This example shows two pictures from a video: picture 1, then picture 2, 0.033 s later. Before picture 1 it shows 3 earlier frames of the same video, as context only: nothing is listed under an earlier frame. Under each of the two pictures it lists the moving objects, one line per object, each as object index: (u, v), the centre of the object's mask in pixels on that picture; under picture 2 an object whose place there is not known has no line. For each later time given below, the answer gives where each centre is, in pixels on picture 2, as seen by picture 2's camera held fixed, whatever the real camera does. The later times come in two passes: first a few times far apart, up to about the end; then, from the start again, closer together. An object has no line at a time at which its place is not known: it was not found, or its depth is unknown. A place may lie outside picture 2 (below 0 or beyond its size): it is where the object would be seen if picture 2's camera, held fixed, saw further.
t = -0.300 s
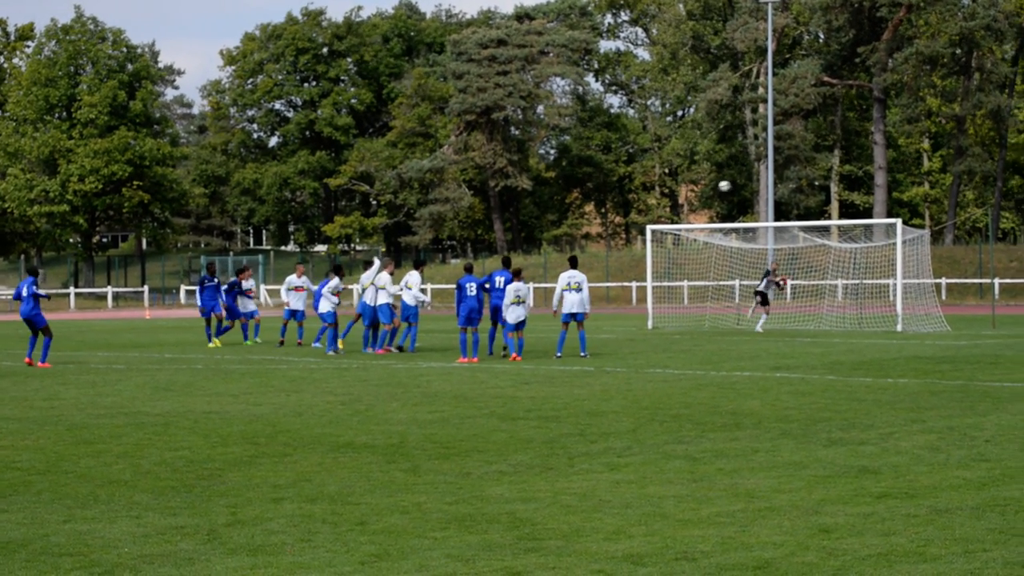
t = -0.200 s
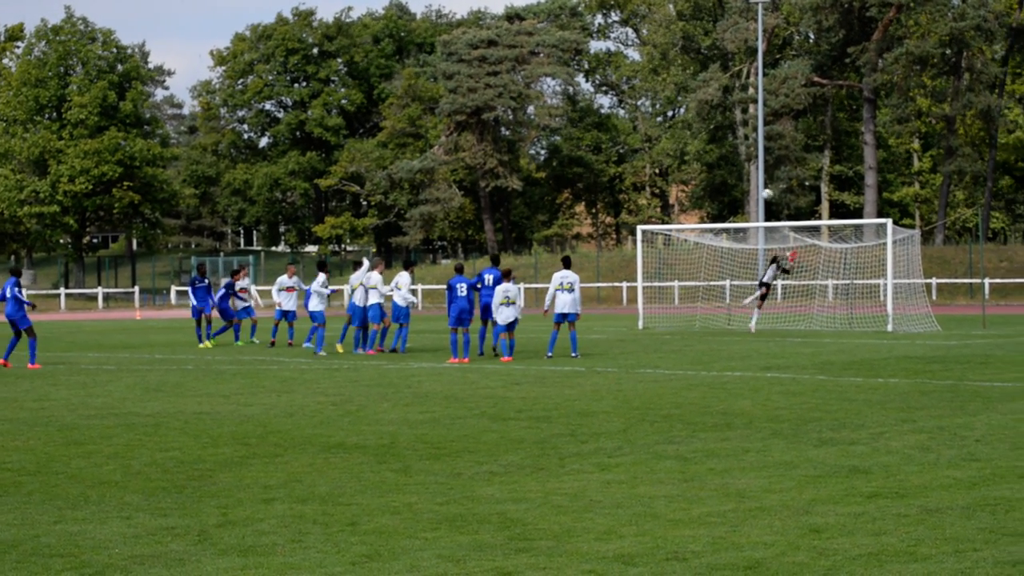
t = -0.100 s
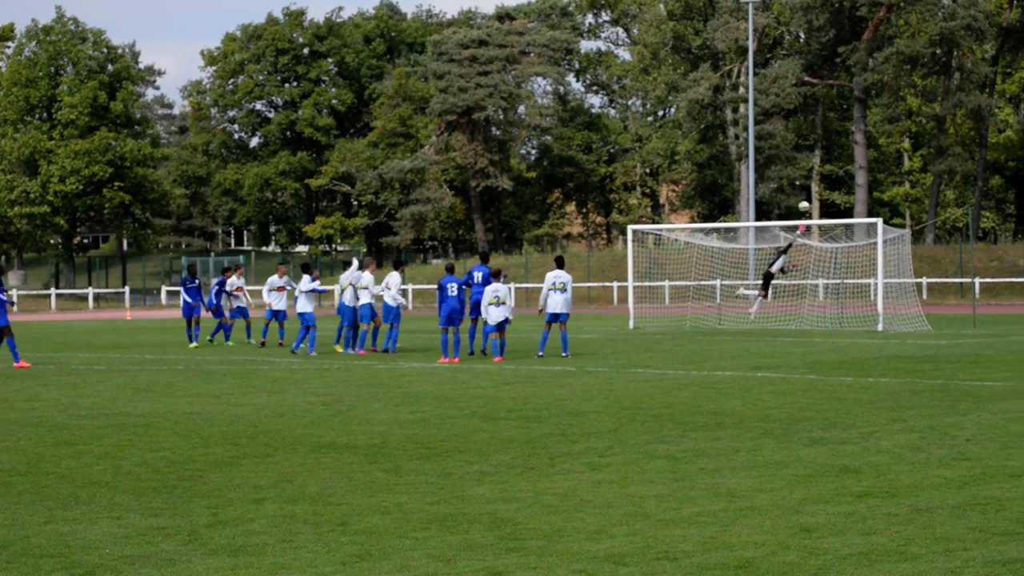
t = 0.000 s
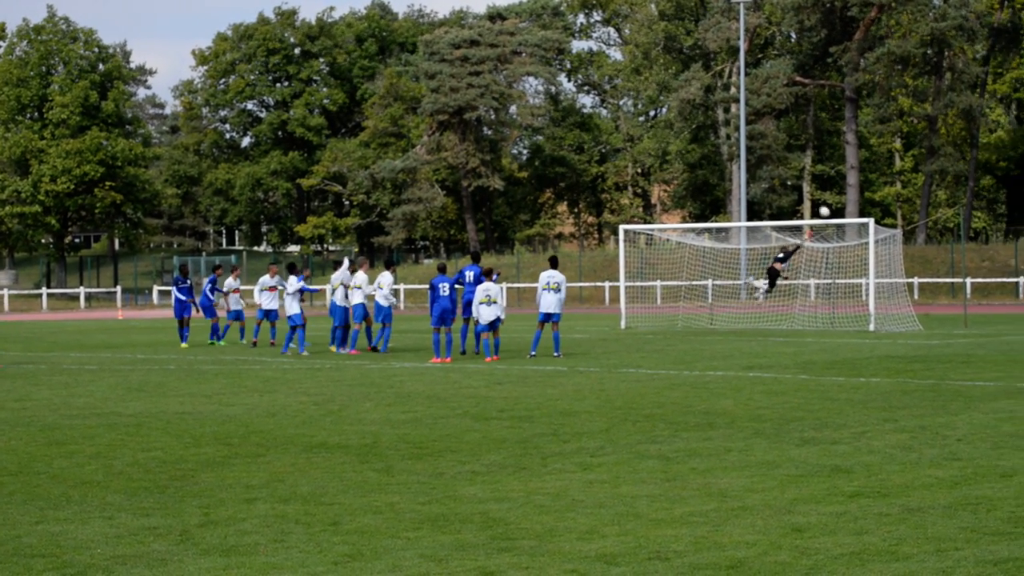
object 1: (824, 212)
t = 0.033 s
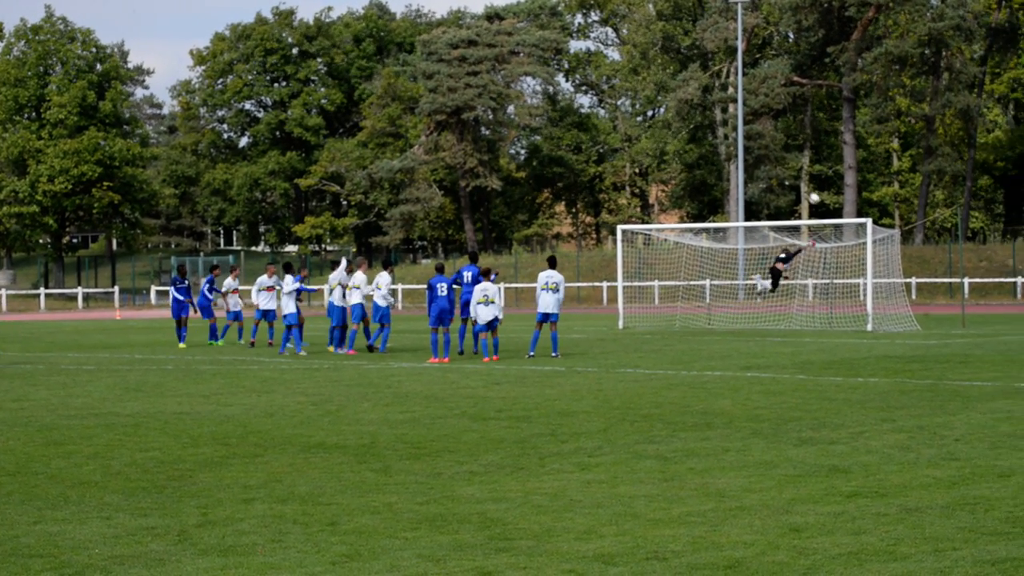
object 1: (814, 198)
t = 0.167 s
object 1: (781, 150)
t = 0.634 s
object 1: (667, 30)
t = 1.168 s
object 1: (529, 5)
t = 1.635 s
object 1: (397, 90)
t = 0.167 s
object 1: (781, 150)
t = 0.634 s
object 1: (667, 30)
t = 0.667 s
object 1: (659, 26)
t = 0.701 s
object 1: (650, 22)
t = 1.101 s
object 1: (549, 2)
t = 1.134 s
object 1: (538, 3)
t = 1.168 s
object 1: (529, 5)
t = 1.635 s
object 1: (397, 90)
